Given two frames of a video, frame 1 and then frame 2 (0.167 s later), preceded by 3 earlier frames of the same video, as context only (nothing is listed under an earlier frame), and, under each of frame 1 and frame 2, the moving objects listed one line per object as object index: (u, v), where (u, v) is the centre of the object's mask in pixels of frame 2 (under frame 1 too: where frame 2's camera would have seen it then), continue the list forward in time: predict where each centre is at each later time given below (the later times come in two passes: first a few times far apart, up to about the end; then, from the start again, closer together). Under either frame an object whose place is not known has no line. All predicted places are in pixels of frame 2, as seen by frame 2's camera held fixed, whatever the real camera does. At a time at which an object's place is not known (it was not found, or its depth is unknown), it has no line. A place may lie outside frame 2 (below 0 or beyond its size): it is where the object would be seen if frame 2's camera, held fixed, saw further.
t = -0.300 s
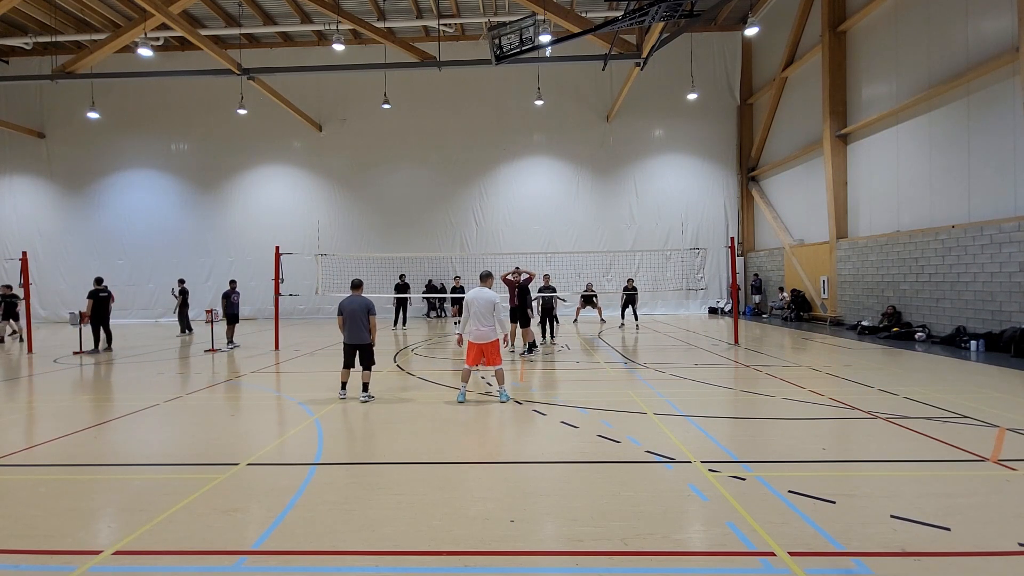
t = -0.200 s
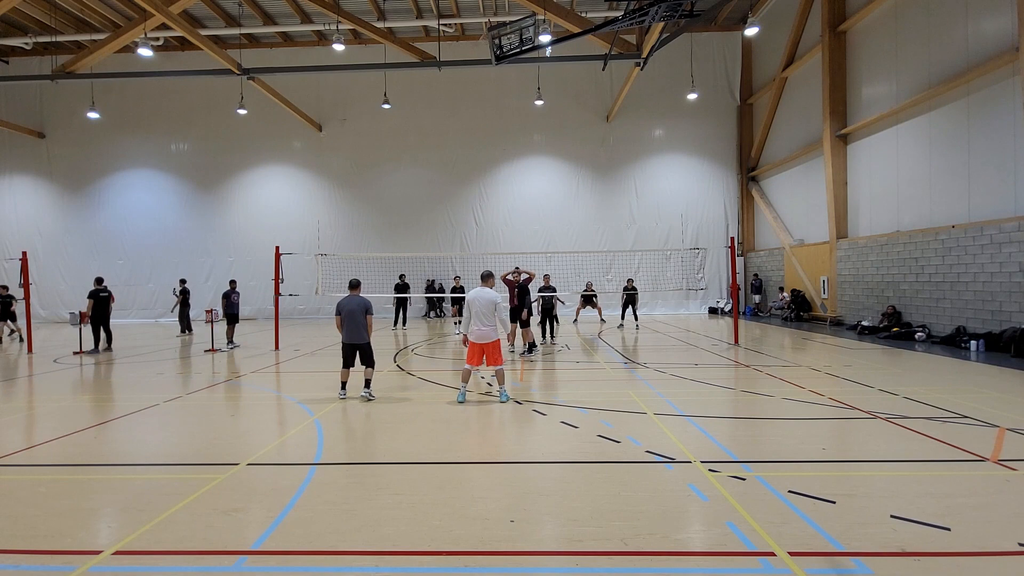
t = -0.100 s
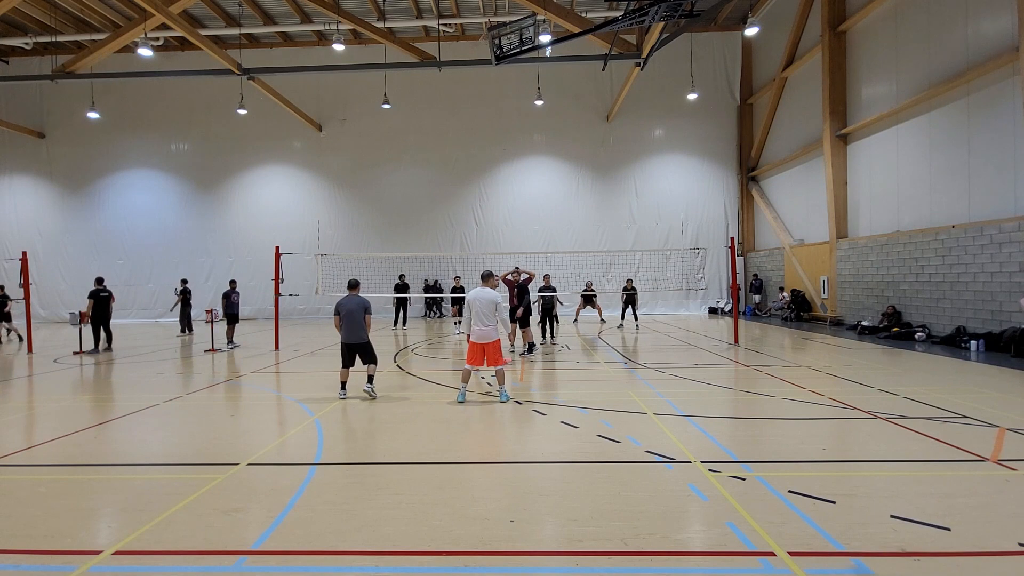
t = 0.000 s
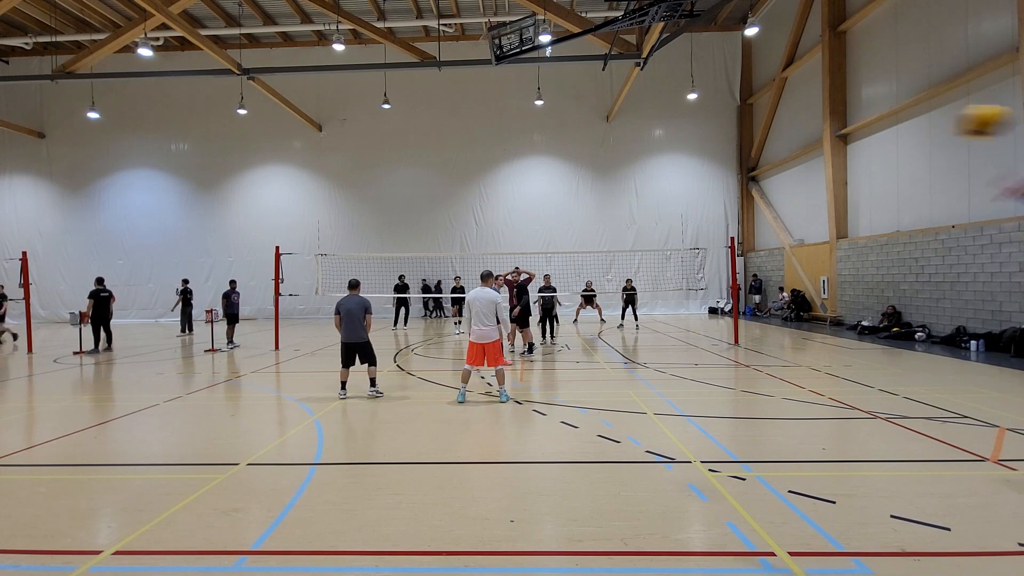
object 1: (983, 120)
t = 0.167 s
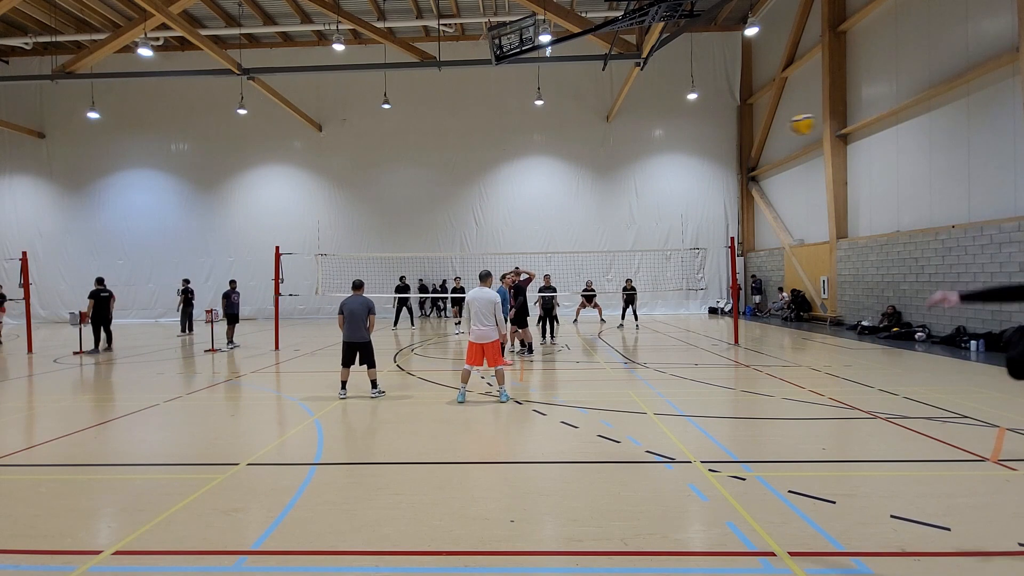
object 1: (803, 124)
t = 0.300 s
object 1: (745, 137)
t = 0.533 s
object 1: (698, 168)
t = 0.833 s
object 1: (670, 217)
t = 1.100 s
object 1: (662, 266)
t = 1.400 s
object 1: (658, 316)
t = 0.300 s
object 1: (745, 137)
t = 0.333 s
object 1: (736, 141)
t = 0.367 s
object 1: (727, 144)
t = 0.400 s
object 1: (720, 149)
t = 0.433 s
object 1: (714, 153)
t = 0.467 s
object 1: (708, 158)
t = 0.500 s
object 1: (702, 163)
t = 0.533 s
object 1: (698, 168)
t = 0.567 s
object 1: (693, 173)
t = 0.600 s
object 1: (689, 178)
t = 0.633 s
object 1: (685, 184)
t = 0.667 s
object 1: (682, 189)
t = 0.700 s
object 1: (679, 194)
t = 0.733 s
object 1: (676, 200)
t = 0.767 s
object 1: (674, 206)
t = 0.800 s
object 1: (672, 211)
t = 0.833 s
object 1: (670, 217)
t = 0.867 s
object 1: (668, 223)
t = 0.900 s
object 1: (667, 229)
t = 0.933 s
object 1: (666, 235)
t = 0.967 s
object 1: (665, 242)
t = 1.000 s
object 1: (664, 247)
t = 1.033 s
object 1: (664, 254)
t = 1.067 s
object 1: (662, 260)
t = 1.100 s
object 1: (662, 266)
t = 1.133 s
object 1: (661, 272)
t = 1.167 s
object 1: (661, 279)
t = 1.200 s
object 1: (660, 285)
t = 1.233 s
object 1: (660, 292)
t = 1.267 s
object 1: (659, 299)
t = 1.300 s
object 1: (658, 305)
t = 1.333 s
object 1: (658, 312)
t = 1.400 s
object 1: (658, 316)
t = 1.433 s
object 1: (657, 310)
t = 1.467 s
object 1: (657, 304)
